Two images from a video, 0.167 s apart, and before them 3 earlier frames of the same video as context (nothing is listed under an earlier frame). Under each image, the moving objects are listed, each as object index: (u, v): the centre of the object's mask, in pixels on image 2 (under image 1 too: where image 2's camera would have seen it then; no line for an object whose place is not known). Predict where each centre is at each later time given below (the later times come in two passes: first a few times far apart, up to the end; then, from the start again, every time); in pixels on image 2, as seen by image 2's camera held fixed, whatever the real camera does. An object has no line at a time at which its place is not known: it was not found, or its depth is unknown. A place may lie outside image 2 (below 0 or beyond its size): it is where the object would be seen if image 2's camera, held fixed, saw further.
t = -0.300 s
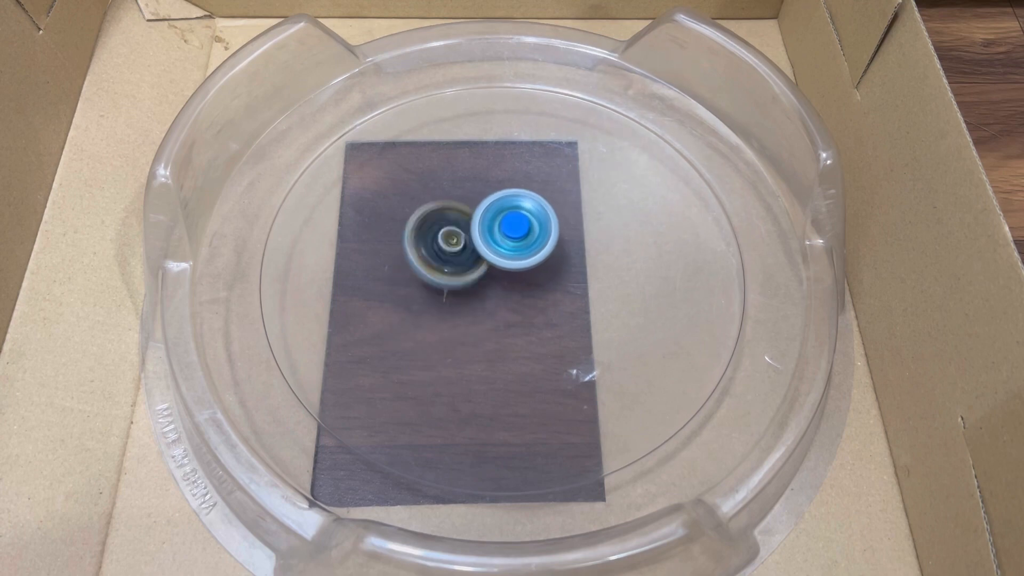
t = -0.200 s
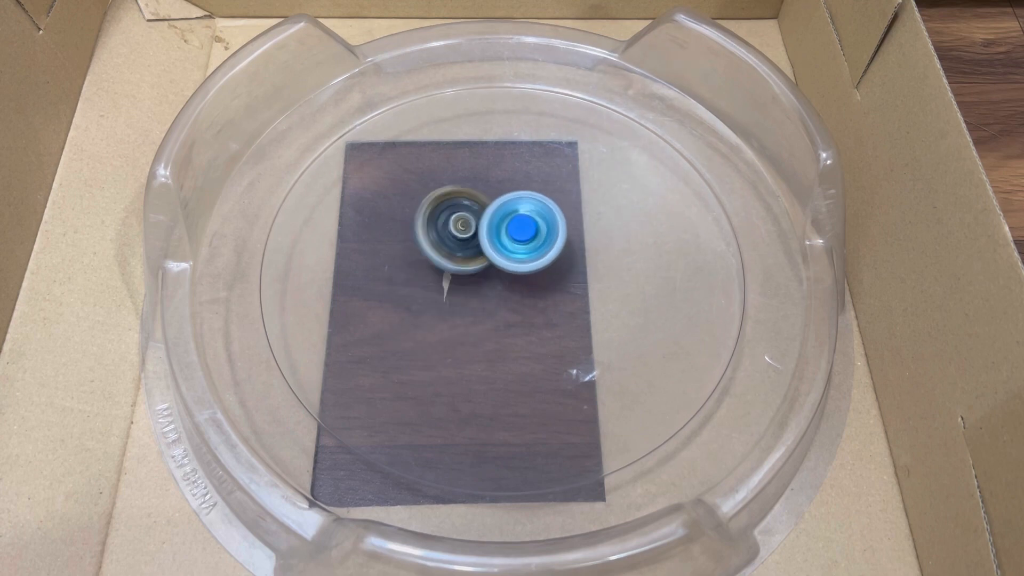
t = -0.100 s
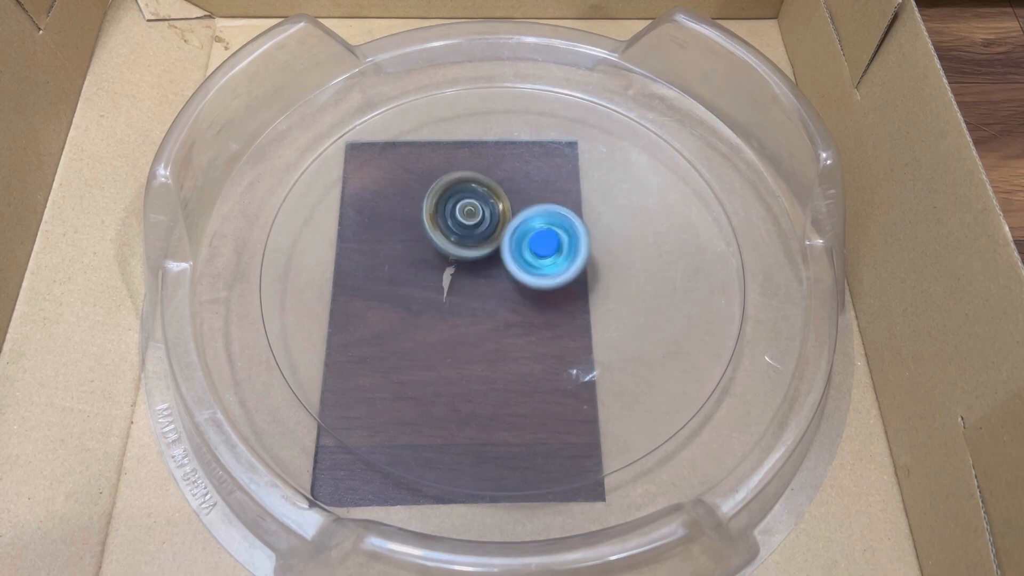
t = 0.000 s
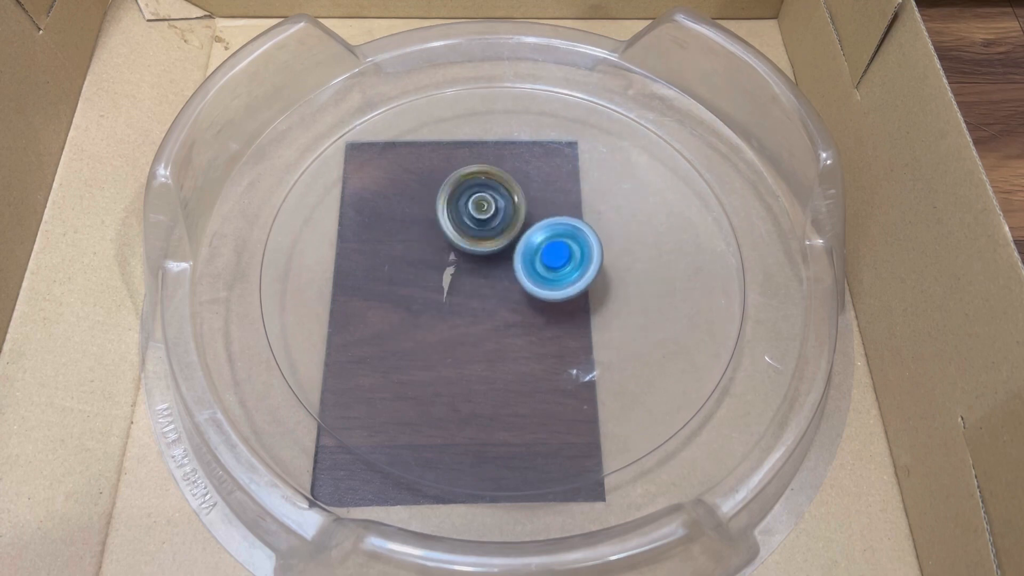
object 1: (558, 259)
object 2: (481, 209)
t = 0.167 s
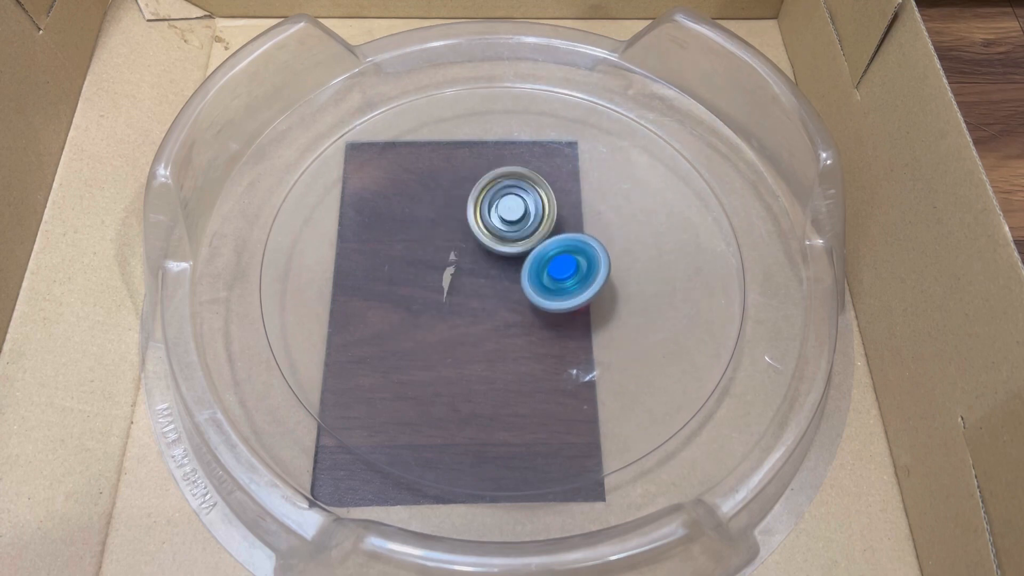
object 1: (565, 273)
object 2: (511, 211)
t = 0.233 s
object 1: (564, 279)
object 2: (523, 214)
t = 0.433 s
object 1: (538, 320)
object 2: (552, 228)
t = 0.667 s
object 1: (496, 327)
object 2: (561, 264)
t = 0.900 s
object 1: (435, 290)
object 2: (555, 290)
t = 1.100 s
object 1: (421, 238)
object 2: (521, 297)
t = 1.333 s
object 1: (457, 197)
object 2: (481, 281)
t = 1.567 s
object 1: (554, 173)
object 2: (466, 256)
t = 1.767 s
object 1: (622, 190)
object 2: (479, 233)
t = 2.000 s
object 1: (633, 239)
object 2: (511, 224)
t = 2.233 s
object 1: (551, 336)
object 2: (543, 240)
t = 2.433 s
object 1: (443, 375)
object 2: (554, 267)
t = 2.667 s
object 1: (392, 323)
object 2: (538, 294)
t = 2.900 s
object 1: (415, 212)
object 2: (502, 299)
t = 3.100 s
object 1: (487, 141)
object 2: (477, 284)
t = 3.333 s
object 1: (581, 144)
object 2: (472, 254)
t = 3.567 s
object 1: (638, 241)
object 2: (496, 231)
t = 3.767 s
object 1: (602, 354)
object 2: (527, 230)
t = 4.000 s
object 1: (465, 387)
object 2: (551, 251)
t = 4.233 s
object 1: (382, 273)
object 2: (549, 280)
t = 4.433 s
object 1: (422, 165)
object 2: (525, 295)
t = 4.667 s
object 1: (556, 135)
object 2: (488, 289)
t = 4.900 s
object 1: (652, 229)
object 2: (473, 262)
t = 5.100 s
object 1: (610, 352)
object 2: (483, 240)
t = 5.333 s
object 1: (438, 376)
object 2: (515, 230)
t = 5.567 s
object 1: (367, 246)
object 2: (544, 246)
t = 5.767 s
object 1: (440, 149)
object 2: (550, 271)
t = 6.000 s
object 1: (589, 151)
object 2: (528, 293)
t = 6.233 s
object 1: (666, 264)
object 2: (491, 290)
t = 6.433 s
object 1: (585, 364)
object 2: (476, 270)
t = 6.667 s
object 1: (415, 331)
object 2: (484, 243)
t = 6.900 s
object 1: (403, 194)
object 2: (514, 233)
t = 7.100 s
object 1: (508, 140)
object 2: (540, 245)
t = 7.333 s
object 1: (634, 199)
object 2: (546, 273)
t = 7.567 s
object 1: (612, 332)
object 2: (524, 292)
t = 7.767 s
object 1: (469, 353)
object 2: (497, 288)
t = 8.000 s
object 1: (432, 237)
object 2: (511, 266)
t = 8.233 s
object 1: (530, 185)
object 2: (574, 249)
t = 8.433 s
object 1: (668, 196)
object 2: (594, 267)
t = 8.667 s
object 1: (687, 186)
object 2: (578, 296)
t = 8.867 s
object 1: (597, 195)
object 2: (534, 299)
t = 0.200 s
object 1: (565, 276)
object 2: (517, 211)
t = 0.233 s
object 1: (564, 279)
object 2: (523, 214)
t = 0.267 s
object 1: (563, 282)
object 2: (529, 216)
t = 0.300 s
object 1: (560, 287)
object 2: (536, 218)
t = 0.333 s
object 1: (557, 299)
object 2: (540, 219)
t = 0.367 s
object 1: (550, 310)
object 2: (544, 220)
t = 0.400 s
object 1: (543, 316)
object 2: (548, 225)
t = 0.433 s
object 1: (538, 320)
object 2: (552, 228)
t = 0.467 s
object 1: (533, 324)
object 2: (554, 233)
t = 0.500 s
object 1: (527, 327)
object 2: (557, 237)
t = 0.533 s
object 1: (521, 329)
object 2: (560, 243)
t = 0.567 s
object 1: (515, 330)
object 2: (561, 248)
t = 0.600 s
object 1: (509, 330)
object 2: (562, 253)
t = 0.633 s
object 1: (502, 328)
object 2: (561, 259)
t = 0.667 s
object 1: (496, 327)
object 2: (561, 264)
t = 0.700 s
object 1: (490, 324)
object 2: (560, 270)
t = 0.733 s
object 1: (485, 320)
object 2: (558, 274)
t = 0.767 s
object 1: (476, 317)
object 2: (557, 280)
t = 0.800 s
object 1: (460, 313)
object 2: (561, 281)
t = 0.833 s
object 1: (449, 307)
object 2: (562, 283)
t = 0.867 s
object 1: (442, 298)
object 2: (558, 287)
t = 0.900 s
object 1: (435, 290)
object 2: (555, 290)
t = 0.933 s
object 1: (429, 282)
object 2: (550, 292)
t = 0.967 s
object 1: (425, 273)
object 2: (545, 295)
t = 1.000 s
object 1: (422, 264)
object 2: (539, 296)
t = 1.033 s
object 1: (421, 255)
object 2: (533, 297)
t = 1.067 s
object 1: (420, 246)
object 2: (527, 297)
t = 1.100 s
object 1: (421, 238)
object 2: (521, 297)
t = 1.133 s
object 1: (424, 230)
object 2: (515, 296)
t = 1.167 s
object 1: (427, 224)
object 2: (508, 295)
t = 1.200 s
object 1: (431, 217)
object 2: (502, 293)
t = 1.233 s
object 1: (436, 211)
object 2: (496, 291)
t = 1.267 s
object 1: (442, 206)
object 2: (490, 288)
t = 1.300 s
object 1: (449, 201)
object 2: (486, 285)
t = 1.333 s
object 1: (457, 197)
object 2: (481, 281)
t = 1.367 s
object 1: (467, 193)
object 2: (477, 277)
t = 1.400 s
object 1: (477, 191)
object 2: (474, 273)
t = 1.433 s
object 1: (491, 185)
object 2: (471, 272)
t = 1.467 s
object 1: (508, 179)
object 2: (468, 269)
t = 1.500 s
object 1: (524, 175)
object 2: (466, 264)
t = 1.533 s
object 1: (539, 174)
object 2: (466, 260)
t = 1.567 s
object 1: (554, 173)
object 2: (466, 256)
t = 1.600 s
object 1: (570, 173)
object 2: (467, 251)
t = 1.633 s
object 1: (583, 175)
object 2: (468, 248)
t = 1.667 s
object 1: (595, 177)
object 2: (470, 244)
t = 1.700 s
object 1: (606, 181)
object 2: (472, 239)
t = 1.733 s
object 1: (615, 185)
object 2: (475, 237)
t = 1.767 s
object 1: (622, 190)
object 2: (479, 233)
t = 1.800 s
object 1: (627, 195)
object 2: (482, 230)
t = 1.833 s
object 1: (631, 201)
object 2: (487, 229)
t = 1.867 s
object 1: (634, 206)
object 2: (491, 227)
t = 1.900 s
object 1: (636, 213)
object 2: (496, 225)
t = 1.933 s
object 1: (636, 220)
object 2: (501, 225)
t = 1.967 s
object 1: (636, 229)
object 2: (506, 225)
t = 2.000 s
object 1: (633, 239)
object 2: (511, 224)
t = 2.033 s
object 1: (628, 251)
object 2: (517, 225)
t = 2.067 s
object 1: (620, 264)
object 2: (522, 227)
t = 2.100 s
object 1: (610, 278)
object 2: (527, 228)
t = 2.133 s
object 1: (598, 294)
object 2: (531, 231)
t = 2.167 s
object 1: (584, 308)
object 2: (535, 234)
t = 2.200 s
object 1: (569, 323)
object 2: (540, 237)
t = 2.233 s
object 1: (551, 336)
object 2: (543, 240)
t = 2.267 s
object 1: (533, 349)
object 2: (546, 244)
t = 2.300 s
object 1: (513, 358)
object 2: (549, 248)
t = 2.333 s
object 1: (495, 366)
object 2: (551, 253)
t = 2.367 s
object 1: (476, 371)
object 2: (553, 258)
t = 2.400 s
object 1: (458, 374)
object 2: (554, 262)
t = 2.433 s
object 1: (443, 375)
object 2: (554, 267)
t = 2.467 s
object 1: (430, 373)
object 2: (553, 272)
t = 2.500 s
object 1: (419, 369)
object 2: (552, 276)
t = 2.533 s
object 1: (410, 364)
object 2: (551, 280)
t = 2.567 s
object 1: (403, 356)
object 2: (548, 285)
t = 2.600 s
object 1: (398, 346)
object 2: (545, 287)
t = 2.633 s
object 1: (394, 335)
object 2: (541, 291)
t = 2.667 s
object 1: (392, 323)
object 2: (538, 294)
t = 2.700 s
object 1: (391, 310)
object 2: (533, 296)
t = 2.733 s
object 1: (390, 295)
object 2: (528, 298)
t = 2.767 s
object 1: (393, 280)
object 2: (523, 300)
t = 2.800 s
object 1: (396, 263)
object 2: (518, 300)
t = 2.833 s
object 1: (402, 246)
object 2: (513, 301)
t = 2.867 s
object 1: (408, 229)
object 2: (507, 300)
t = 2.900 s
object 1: (415, 212)
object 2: (502, 299)
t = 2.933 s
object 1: (424, 199)
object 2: (497, 298)
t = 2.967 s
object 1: (436, 185)
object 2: (492, 296)
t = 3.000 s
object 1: (447, 171)
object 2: (488, 293)
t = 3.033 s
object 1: (460, 158)
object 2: (483, 290)
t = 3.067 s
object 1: (473, 149)
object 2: (480, 287)
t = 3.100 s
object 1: (487, 141)
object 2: (477, 284)
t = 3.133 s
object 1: (502, 134)
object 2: (474, 280)
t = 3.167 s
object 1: (516, 130)
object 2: (472, 276)
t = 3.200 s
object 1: (530, 128)
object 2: (471, 271)
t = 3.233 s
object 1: (543, 129)
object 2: (470, 267)
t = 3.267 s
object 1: (556, 132)
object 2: (470, 262)
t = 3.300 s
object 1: (569, 137)
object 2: (471, 258)
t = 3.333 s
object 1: (581, 144)
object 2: (472, 254)
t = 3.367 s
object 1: (593, 153)
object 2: (474, 250)
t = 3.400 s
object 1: (604, 163)
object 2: (477, 245)
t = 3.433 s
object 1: (612, 175)
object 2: (480, 242)
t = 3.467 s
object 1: (622, 190)
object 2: (483, 239)
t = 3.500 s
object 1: (629, 206)
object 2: (487, 235)
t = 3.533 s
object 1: (634, 222)
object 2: (491, 233)
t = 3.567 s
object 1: (638, 241)
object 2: (496, 231)
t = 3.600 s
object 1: (639, 261)
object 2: (501, 229)
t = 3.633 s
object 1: (637, 280)
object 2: (506, 229)
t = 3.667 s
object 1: (632, 300)
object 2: (512, 228)
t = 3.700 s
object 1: (626, 320)
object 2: (516, 228)
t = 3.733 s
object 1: (615, 338)
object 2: (521, 229)
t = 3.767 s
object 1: (602, 354)
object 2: (527, 230)
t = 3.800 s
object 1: (585, 369)
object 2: (531, 232)
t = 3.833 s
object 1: (569, 380)
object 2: (535, 234)
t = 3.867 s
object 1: (549, 388)
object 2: (540, 236)
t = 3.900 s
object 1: (529, 393)
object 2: (543, 240)
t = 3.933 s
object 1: (508, 395)
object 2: (547, 244)
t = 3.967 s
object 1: (487, 392)
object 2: (550, 247)
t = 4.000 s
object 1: (465, 387)
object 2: (551, 251)
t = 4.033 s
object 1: (447, 378)
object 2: (554, 256)
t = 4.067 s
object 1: (431, 366)
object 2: (555, 260)
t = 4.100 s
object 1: (416, 351)
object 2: (554, 264)
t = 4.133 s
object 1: (402, 333)
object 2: (555, 268)
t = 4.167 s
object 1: (392, 314)
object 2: (553, 272)
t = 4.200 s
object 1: (386, 294)
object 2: (551, 277)
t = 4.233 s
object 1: (382, 273)
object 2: (549, 280)
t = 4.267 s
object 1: (382, 252)
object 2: (546, 284)
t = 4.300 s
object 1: (384, 230)
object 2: (543, 288)
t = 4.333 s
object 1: (388, 211)
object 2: (538, 290)
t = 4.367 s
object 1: (397, 193)
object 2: (534, 292)
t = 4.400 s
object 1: (408, 177)
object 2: (529, 294)
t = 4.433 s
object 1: (422, 165)
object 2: (525, 295)
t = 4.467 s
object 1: (437, 153)
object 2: (519, 296)
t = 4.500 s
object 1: (455, 144)
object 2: (514, 297)
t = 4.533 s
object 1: (474, 138)
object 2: (508, 296)
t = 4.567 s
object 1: (494, 134)
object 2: (503, 295)
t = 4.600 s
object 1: (515, 131)
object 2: (498, 293)
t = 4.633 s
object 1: (535, 131)
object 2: (492, 291)
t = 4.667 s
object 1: (556, 135)
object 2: (488, 289)
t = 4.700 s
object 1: (575, 141)
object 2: (484, 286)
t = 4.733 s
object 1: (593, 150)
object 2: (481, 283)
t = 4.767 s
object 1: (609, 162)
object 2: (478, 279)
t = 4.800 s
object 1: (623, 175)
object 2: (476, 275)
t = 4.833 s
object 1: (635, 192)
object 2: (473, 271)
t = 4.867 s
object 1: (645, 210)
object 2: (473, 267)
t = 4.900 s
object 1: (652, 229)
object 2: (473, 262)
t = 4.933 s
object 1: (655, 250)
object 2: (473, 258)
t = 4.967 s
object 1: (654, 271)
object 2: (474, 254)
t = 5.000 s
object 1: (649, 293)
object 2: (475, 250)
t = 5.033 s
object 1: (640, 313)
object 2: (478, 246)
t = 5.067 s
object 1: (627, 334)
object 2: (480, 243)
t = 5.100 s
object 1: (610, 352)
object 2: (483, 240)
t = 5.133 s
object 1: (589, 367)
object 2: (487, 237)
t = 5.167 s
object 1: (566, 380)
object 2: (491, 234)
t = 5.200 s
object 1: (540, 386)
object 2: (496, 233)
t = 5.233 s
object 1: (514, 390)
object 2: (501, 231)
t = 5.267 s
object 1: (488, 389)
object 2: (505, 230)
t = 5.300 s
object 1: (461, 384)
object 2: (510, 230)
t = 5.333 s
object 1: (438, 376)
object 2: (515, 230)
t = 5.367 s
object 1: (416, 363)
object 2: (520, 231)
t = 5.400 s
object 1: (399, 347)
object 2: (525, 233)
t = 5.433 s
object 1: (384, 329)
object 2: (529, 234)
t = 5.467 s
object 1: (374, 310)
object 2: (533, 237)
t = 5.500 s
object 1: (367, 288)
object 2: (538, 239)
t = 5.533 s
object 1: (365, 267)
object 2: (541, 243)
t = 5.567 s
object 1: (367, 246)
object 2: (544, 246)
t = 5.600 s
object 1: (372, 225)
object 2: (547, 250)
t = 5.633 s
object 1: (380, 206)
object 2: (548, 254)
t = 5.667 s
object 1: (392, 189)
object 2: (550, 258)
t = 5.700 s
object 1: (406, 174)
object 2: (551, 262)
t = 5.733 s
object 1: (422, 160)
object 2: (550, 267)
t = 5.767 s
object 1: (440, 149)
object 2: (550, 271)
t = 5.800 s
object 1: (460, 142)
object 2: (548, 275)
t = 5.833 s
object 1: (481, 137)
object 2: (546, 279)
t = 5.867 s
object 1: (503, 133)
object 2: (543, 282)
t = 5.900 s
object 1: (525, 135)
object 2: (540, 286)
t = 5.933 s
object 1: (547, 137)
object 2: (536, 288)
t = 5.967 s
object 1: (570, 142)
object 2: (532, 290)
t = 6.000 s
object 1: (589, 151)
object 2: (528, 293)
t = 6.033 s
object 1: (608, 161)
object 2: (523, 293)
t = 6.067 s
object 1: (625, 175)
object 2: (517, 295)
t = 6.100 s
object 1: (639, 189)
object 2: (513, 295)
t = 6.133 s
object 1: (651, 207)
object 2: (507, 294)
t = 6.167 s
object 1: (659, 225)
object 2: (502, 294)
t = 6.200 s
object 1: (665, 244)
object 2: (497, 292)
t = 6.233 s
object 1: (666, 264)
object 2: (491, 290)
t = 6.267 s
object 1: (663, 285)
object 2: (489, 287)
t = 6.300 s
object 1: (656, 305)
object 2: (485, 284)
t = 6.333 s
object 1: (644, 323)
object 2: (481, 282)
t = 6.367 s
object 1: (629, 340)
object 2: (479, 278)
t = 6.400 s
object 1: (610, 354)
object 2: (477, 274)
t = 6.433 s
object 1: (585, 364)
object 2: (476, 270)
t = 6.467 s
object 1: (559, 373)
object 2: (475, 265)
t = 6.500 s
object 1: (531, 377)
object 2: (475, 262)
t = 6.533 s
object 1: (504, 377)
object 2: (476, 258)
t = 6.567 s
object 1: (480, 372)
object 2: (476, 253)
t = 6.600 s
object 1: (455, 361)
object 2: (479, 250)
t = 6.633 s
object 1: (434, 348)
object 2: (481, 246)
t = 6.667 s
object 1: (415, 331)
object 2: (484, 243)
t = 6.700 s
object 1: (399, 313)
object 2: (488, 240)
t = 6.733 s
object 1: (389, 294)
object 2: (492, 237)
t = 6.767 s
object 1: (384, 274)
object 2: (496, 236)
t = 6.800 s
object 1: (383, 253)
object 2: (501, 234)
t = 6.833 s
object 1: (387, 233)
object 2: (505, 233)
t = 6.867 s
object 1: (392, 213)
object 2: (510, 233)
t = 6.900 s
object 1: (403, 194)
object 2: (514, 233)
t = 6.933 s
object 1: (416, 179)
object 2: (519, 234)
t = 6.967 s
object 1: (430, 166)
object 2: (523, 234)
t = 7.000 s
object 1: (446, 156)
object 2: (528, 237)
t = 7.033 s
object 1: (465, 147)
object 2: (533, 239)
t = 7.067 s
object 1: (486, 142)
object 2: (536, 242)
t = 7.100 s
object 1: (508, 140)
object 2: (540, 245)
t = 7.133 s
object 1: (530, 140)
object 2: (542, 248)
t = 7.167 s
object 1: (550, 143)
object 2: (544, 252)
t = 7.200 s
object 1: (570, 149)
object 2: (547, 256)
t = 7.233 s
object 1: (590, 158)
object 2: (547, 260)
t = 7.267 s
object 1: (607, 169)
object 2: (548, 264)
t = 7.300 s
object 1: (623, 183)
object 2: (547, 268)
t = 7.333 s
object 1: (634, 199)
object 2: (546, 273)
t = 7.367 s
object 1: (642, 216)
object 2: (545, 276)
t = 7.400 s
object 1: (648, 235)
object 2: (542, 280)
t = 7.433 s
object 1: (650, 255)
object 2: (540, 283)
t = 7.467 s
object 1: (647, 275)
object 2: (536, 286)
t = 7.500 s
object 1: (639, 295)
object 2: (532, 289)
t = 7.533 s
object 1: (628, 315)
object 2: (528, 290)
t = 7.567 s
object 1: (612, 332)
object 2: (524, 292)
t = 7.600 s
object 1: (593, 346)
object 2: (519, 293)
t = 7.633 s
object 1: (571, 356)
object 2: (513, 293)
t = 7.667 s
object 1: (545, 361)
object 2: (509, 293)
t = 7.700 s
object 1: (519, 362)
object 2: (504, 292)
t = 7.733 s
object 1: (495, 359)
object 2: (499, 291)
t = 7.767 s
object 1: (469, 353)
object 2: (497, 288)
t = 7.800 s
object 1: (450, 341)
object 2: (491, 285)
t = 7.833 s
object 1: (437, 327)
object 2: (490, 281)
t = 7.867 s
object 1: (427, 310)
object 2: (489, 276)
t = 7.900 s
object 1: (423, 293)
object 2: (490, 272)
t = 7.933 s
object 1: (423, 277)
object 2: (493, 269)
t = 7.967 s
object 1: (427, 259)
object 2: (498, 266)
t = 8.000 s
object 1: (432, 237)
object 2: (511, 266)
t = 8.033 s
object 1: (437, 218)
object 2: (524, 260)
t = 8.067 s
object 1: (446, 204)
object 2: (535, 257)
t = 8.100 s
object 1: (459, 189)
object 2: (545, 254)
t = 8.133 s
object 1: (475, 182)
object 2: (554, 253)
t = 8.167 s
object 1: (493, 183)
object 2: (560, 250)
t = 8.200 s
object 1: (511, 185)
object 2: (567, 250)
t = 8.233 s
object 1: (530, 185)
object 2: (574, 249)
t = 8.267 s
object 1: (550, 186)
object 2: (580, 250)
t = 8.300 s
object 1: (575, 186)
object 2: (586, 250)
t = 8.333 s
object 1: (604, 189)
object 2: (590, 253)
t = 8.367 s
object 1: (630, 194)
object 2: (591, 257)
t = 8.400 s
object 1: (650, 196)
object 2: (592, 262)
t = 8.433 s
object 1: (668, 196)
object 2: (594, 267)
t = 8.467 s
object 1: (682, 192)
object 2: (594, 271)
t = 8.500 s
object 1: (693, 187)
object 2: (595, 276)
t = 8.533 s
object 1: (698, 181)
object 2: (593, 281)
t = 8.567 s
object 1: (698, 179)
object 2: (592, 285)
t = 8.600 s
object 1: (695, 180)
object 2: (588, 289)
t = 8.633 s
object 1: (692, 182)
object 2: (584, 294)
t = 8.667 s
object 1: (687, 186)
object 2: (578, 296)
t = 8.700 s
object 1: (679, 190)
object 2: (572, 299)
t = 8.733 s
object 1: (667, 195)
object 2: (565, 300)
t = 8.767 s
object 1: (651, 200)
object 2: (558, 302)
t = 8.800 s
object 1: (633, 202)
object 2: (550, 301)
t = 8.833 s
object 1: (614, 200)
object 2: (542, 301)
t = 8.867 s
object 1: (597, 195)
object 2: (534, 299)
